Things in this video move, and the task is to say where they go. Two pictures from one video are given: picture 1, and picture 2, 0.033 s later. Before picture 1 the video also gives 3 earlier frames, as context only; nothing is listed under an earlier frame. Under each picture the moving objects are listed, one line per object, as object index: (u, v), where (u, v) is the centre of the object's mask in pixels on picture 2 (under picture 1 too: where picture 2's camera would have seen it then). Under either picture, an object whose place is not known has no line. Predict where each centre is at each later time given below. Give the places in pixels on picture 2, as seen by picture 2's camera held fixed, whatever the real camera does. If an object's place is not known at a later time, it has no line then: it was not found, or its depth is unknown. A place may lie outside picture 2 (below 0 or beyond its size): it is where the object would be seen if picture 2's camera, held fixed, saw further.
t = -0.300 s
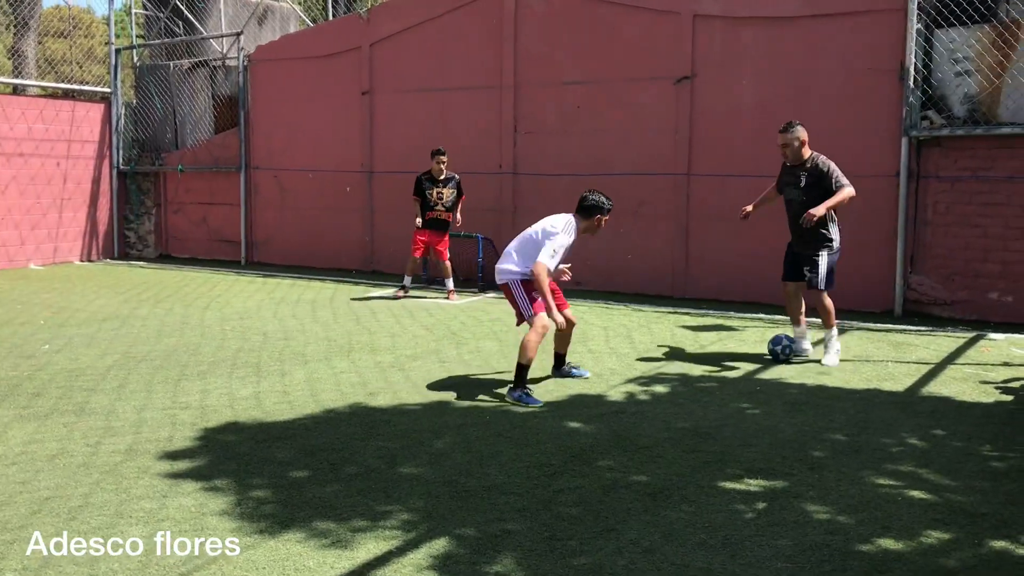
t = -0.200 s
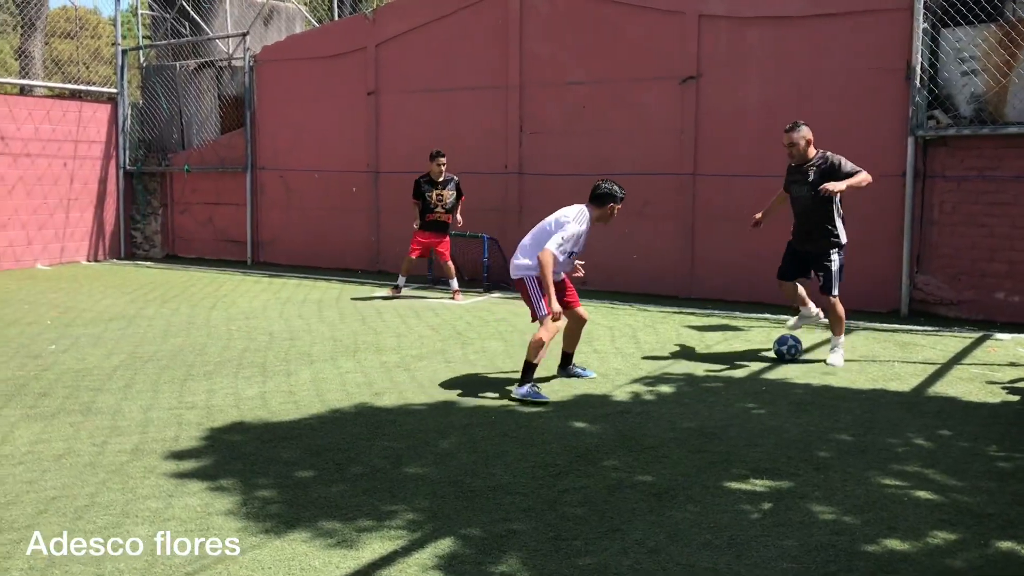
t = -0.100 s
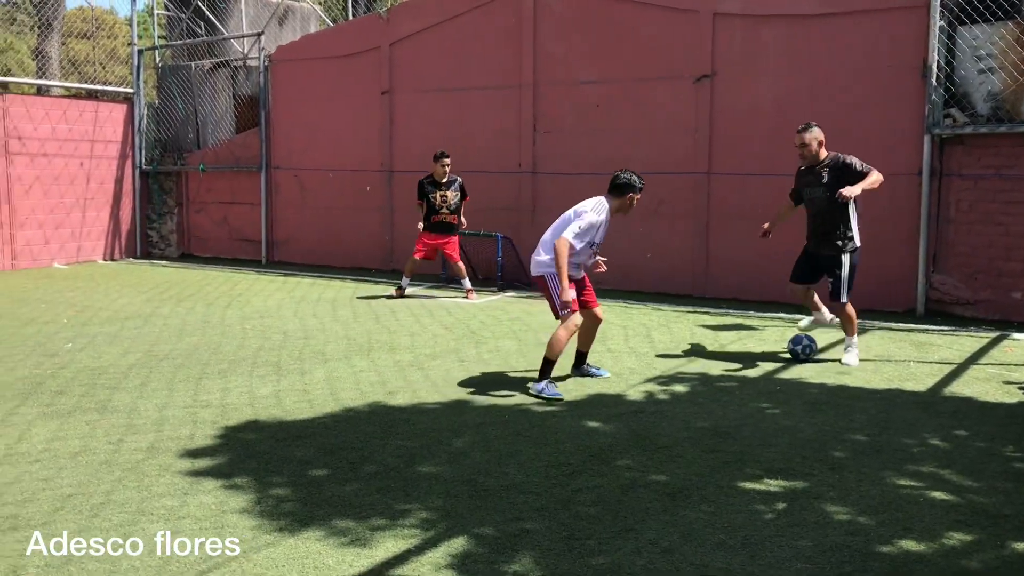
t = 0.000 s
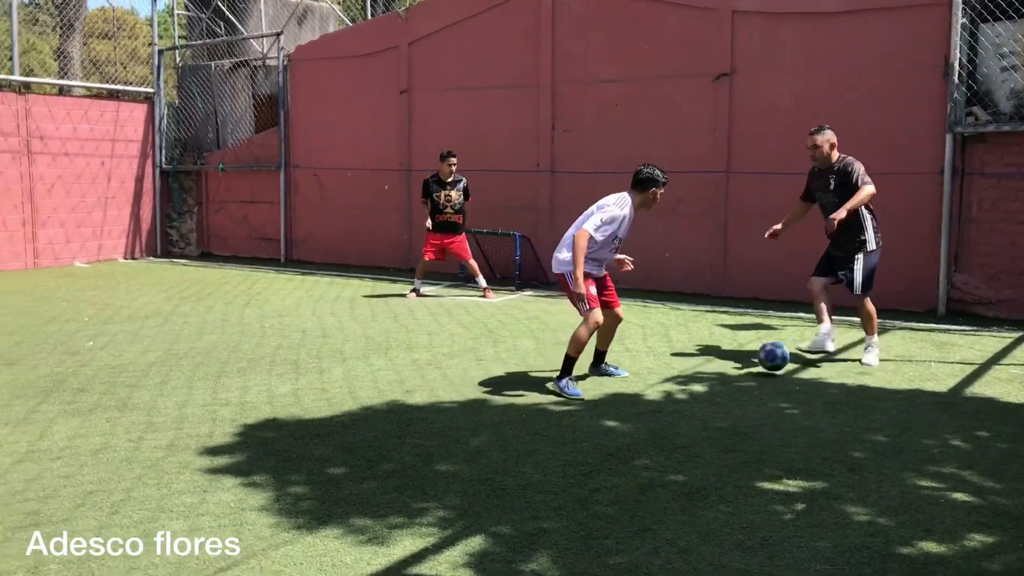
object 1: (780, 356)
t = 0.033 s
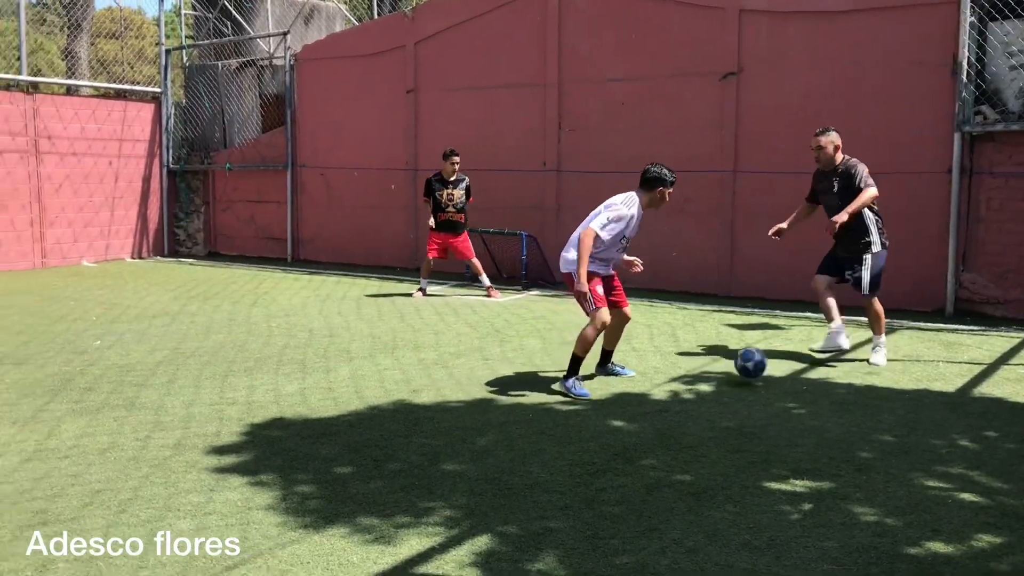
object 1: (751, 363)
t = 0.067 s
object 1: (718, 371)
